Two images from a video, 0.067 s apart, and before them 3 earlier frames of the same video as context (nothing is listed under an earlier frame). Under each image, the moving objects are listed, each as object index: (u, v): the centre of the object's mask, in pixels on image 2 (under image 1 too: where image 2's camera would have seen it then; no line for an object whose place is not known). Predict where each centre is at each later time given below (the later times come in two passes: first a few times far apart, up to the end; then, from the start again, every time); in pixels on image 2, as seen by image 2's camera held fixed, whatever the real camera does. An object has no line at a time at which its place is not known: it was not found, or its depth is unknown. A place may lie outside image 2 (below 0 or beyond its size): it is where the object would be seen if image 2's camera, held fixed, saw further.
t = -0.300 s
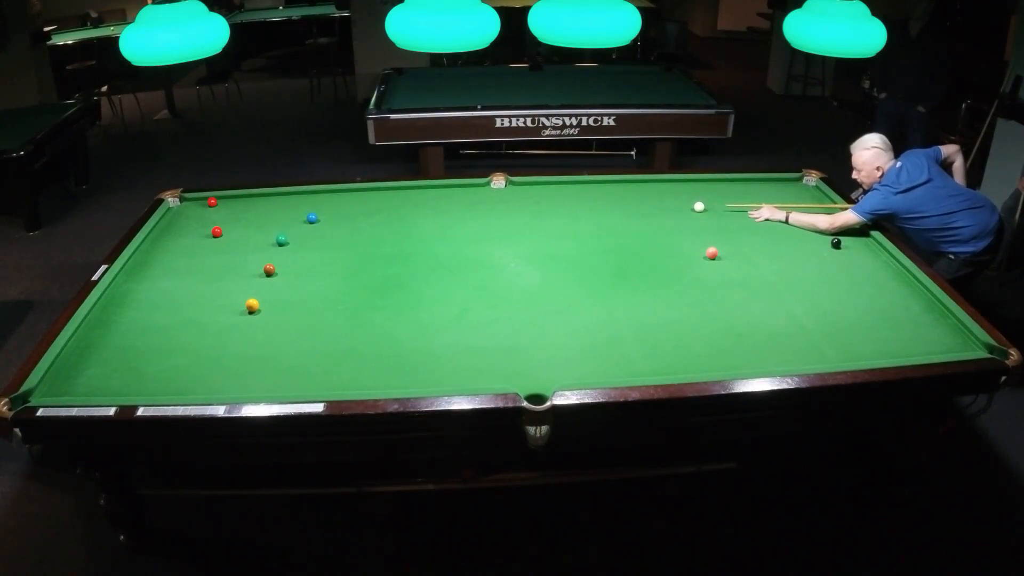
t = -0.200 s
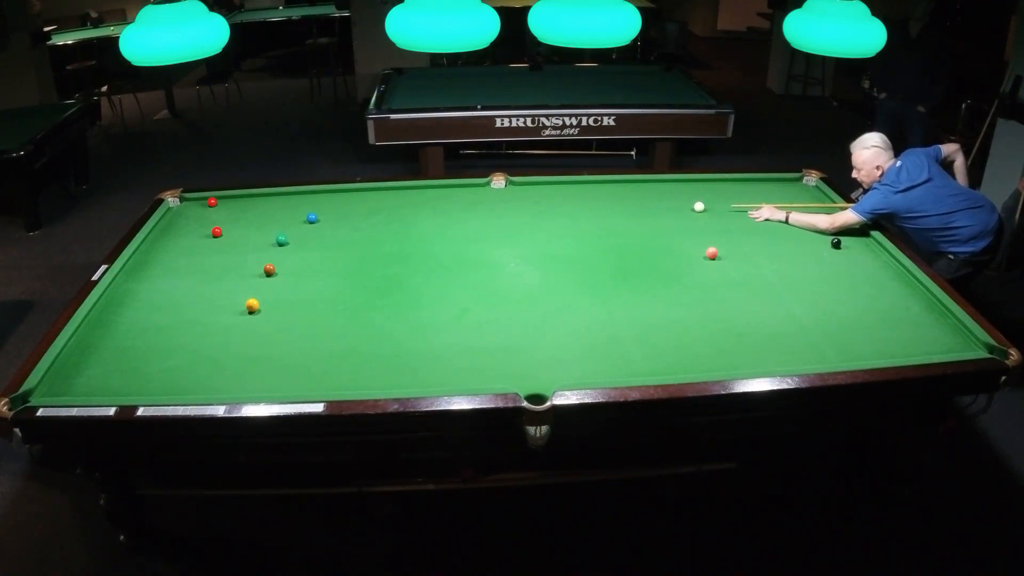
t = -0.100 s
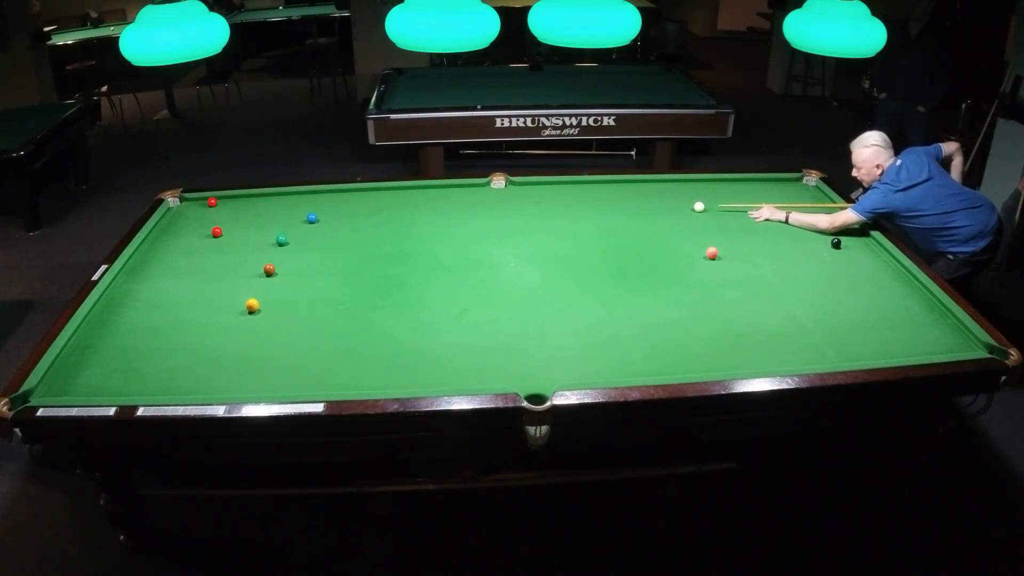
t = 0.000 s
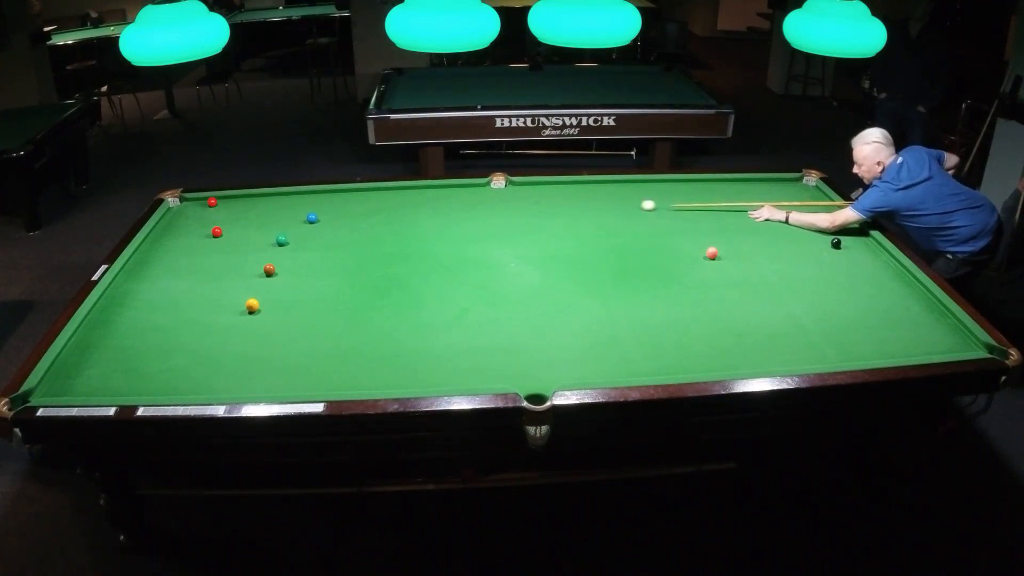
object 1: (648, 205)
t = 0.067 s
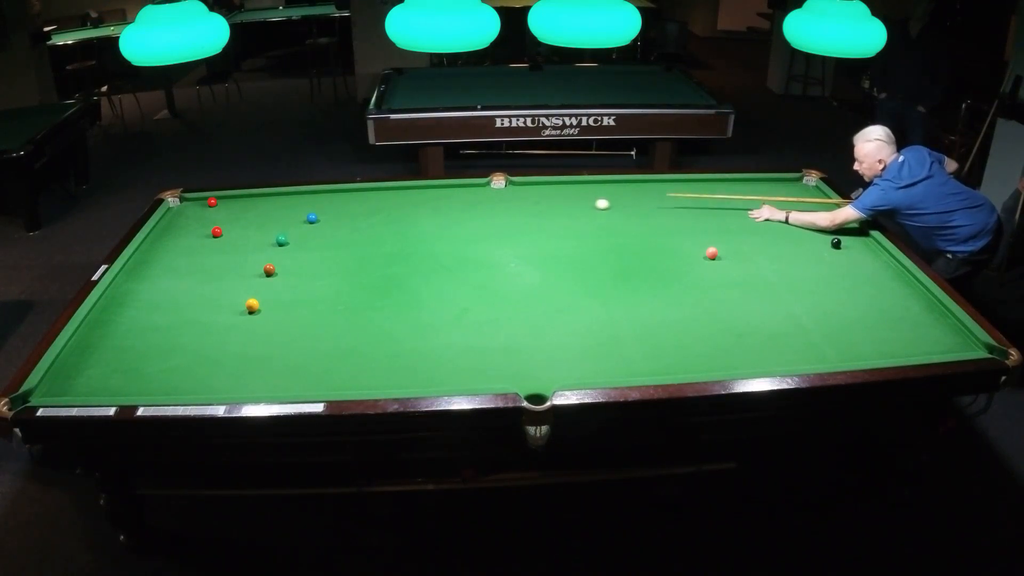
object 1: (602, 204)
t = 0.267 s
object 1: (468, 202)
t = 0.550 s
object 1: (288, 201)
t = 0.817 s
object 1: (208, 205)
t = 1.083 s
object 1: (172, 210)
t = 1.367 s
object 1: (206, 209)
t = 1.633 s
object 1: (237, 208)
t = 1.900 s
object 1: (268, 208)
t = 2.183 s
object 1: (300, 208)
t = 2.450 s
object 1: (329, 208)
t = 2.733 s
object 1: (360, 207)
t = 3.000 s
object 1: (387, 208)
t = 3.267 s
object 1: (413, 208)
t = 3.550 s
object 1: (439, 208)
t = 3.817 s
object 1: (463, 208)
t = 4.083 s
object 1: (484, 209)
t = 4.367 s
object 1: (506, 209)
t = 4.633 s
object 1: (525, 209)
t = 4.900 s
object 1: (542, 210)
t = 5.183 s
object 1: (559, 210)
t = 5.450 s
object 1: (574, 210)
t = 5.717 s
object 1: (586, 210)
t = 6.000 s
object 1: (598, 210)
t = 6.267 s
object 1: (608, 210)
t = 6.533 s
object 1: (616, 210)
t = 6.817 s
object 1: (623, 210)
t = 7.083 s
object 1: (628, 210)
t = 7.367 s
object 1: (631, 210)
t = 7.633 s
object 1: (633, 210)
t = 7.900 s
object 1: (633, 209)
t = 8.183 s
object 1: (633, 209)
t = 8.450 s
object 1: (633, 209)
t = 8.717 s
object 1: (633, 209)
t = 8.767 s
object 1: (633, 209)
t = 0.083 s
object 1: (591, 204)
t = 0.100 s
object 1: (579, 204)
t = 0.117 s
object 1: (568, 203)
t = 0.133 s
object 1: (557, 203)
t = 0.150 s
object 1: (546, 203)
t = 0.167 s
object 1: (534, 203)
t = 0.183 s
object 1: (523, 203)
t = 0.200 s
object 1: (512, 202)
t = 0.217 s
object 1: (501, 202)
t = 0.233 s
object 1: (490, 202)
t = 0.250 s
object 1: (479, 202)
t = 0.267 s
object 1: (468, 202)
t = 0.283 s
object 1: (457, 202)
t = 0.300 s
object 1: (445, 202)
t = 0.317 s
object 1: (435, 201)
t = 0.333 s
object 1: (424, 201)
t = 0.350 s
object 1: (413, 201)
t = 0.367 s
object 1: (402, 201)
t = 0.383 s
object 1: (391, 201)
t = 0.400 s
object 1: (381, 201)
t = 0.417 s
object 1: (370, 201)
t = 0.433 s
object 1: (360, 201)
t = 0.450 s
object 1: (349, 201)
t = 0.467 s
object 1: (339, 201)
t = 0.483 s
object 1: (328, 201)
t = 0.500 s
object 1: (318, 201)
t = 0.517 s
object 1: (308, 201)
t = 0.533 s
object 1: (297, 201)
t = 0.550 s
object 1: (288, 201)
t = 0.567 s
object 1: (278, 201)
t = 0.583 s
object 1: (268, 202)
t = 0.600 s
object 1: (258, 202)
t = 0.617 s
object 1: (248, 202)
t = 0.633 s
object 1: (239, 202)
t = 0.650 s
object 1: (230, 202)
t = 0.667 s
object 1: (221, 202)
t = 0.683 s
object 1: (220, 202)
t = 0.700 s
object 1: (219, 203)
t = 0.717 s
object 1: (218, 203)
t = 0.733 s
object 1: (217, 204)
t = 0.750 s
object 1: (215, 204)
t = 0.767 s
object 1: (214, 204)
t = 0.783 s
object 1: (212, 205)
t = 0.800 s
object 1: (210, 205)
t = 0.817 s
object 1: (208, 205)
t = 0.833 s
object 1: (206, 206)
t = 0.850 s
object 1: (204, 206)
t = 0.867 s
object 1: (201, 206)
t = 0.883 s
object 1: (199, 207)
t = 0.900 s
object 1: (196, 207)
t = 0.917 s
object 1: (195, 207)
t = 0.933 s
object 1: (192, 207)
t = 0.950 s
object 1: (189, 208)
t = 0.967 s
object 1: (186, 208)
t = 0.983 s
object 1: (183, 208)
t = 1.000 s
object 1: (181, 209)
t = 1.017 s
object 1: (178, 209)
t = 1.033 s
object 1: (175, 209)
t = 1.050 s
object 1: (172, 210)
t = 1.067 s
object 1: (170, 210)
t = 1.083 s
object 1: (172, 210)
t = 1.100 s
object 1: (174, 210)
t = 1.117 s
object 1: (176, 210)
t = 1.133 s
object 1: (178, 210)
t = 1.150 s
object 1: (180, 210)
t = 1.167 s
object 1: (182, 210)
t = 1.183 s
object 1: (184, 209)
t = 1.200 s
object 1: (186, 209)
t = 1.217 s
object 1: (188, 209)
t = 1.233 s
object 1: (190, 210)
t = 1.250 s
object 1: (192, 209)
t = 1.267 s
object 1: (194, 209)
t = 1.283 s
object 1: (196, 210)
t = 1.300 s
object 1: (198, 209)
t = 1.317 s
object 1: (200, 209)
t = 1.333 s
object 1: (202, 209)
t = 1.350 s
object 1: (204, 209)
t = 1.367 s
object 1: (206, 209)
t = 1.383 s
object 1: (208, 209)
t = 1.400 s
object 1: (210, 209)
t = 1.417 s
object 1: (212, 209)
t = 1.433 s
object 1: (214, 209)
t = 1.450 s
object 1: (216, 209)
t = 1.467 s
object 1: (218, 209)
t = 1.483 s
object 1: (220, 209)
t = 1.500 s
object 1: (222, 209)
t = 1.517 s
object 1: (224, 209)
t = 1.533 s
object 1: (226, 209)
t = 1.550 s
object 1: (228, 209)
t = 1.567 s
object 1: (230, 209)
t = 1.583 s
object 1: (231, 209)
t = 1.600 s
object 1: (233, 209)
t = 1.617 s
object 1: (235, 209)
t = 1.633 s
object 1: (237, 208)
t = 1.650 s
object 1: (239, 208)
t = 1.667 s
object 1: (241, 208)
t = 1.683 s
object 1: (243, 209)
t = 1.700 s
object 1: (245, 208)
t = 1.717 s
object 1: (247, 208)
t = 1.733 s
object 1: (249, 208)
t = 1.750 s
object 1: (251, 208)
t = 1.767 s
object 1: (253, 208)
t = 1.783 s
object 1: (255, 208)
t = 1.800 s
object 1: (257, 208)
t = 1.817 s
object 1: (259, 208)
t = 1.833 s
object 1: (260, 208)
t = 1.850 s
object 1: (262, 208)
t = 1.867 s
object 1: (264, 208)
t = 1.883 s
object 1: (266, 208)
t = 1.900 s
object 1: (268, 208)
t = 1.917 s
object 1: (270, 208)
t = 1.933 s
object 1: (272, 208)
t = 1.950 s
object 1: (274, 208)
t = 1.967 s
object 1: (276, 208)
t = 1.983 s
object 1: (278, 208)
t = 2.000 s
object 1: (279, 208)
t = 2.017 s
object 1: (281, 208)
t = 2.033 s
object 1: (283, 208)
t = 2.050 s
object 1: (285, 208)
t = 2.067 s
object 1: (287, 208)
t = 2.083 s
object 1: (289, 208)
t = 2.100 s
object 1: (291, 208)
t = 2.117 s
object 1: (293, 208)
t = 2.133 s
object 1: (295, 208)
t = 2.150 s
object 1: (296, 208)
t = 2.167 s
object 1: (298, 208)
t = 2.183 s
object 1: (300, 208)
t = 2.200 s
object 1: (302, 208)
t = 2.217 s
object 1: (304, 208)
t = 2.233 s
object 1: (306, 208)
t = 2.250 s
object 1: (307, 208)
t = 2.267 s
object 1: (309, 208)
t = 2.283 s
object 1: (311, 208)
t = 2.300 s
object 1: (313, 208)
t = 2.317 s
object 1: (315, 208)
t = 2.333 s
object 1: (317, 208)
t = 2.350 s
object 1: (318, 208)
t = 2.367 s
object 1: (320, 208)
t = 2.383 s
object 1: (322, 208)
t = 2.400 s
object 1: (324, 208)
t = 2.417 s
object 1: (326, 208)
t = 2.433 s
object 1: (328, 207)
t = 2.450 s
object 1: (329, 208)
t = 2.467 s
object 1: (331, 208)
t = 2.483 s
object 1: (333, 208)
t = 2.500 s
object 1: (335, 208)
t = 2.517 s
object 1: (337, 208)
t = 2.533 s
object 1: (338, 208)
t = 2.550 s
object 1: (340, 207)
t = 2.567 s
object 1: (342, 207)
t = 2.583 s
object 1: (344, 208)
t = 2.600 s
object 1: (345, 207)
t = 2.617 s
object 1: (347, 207)
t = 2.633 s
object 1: (349, 207)
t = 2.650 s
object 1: (351, 207)
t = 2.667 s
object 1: (353, 207)
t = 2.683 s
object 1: (354, 207)
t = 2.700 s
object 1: (356, 207)
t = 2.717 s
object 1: (358, 207)
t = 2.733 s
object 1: (360, 207)
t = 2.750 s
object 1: (361, 208)
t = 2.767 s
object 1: (363, 208)
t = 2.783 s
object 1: (365, 207)
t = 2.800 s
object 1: (366, 207)
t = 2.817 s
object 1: (368, 207)
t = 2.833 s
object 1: (370, 208)
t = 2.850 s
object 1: (372, 208)
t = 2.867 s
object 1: (373, 208)
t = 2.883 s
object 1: (375, 208)
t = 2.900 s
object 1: (377, 207)
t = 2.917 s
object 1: (378, 207)
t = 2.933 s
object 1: (380, 207)
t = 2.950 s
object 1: (382, 207)
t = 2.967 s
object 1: (383, 207)
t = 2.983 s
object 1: (385, 208)
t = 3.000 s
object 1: (387, 208)
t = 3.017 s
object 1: (388, 208)
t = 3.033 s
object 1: (390, 208)
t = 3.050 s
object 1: (392, 208)
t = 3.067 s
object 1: (393, 208)
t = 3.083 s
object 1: (395, 208)
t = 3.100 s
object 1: (397, 208)
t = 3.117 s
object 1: (398, 208)
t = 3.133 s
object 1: (400, 208)
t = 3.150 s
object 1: (401, 208)
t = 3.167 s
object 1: (403, 208)
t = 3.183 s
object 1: (405, 208)
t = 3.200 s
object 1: (406, 208)
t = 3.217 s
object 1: (408, 208)
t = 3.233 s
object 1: (409, 208)
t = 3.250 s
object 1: (411, 208)
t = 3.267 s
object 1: (413, 208)
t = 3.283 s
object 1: (414, 208)
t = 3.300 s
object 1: (416, 208)
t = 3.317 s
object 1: (417, 208)
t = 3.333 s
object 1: (419, 208)
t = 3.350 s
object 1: (421, 208)
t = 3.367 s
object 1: (422, 208)
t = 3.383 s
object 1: (424, 208)
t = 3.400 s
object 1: (425, 208)
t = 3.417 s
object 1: (427, 208)
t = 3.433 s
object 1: (428, 208)
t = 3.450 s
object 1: (430, 208)
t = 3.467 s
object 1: (431, 208)
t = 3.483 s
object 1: (433, 208)
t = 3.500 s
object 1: (434, 208)
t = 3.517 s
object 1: (436, 208)
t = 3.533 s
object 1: (437, 208)
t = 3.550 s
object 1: (439, 208)
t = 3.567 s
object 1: (441, 208)
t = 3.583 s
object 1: (442, 208)
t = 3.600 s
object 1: (444, 208)
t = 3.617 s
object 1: (445, 208)
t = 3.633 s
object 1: (446, 208)
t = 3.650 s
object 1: (448, 208)
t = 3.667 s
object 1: (450, 208)
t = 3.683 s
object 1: (451, 208)
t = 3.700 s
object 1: (452, 208)
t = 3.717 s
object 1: (454, 208)
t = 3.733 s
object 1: (455, 208)
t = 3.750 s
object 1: (457, 208)
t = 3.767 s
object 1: (458, 208)
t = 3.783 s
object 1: (460, 208)
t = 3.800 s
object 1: (461, 208)
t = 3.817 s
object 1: (463, 208)
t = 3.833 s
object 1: (464, 209)
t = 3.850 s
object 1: (465, 208)
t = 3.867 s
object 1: (467, 208)
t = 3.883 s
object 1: (468, 208)
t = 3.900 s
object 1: (469, 208)
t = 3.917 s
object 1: (471, 209)
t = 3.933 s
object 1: (472, 209)
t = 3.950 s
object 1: (474, 208)
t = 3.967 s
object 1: (475, 208)
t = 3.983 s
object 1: (476, 209)
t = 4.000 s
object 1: (478, 209)
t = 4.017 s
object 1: (479, 209)
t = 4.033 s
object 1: (481, 209)
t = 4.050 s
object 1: (482, 209)
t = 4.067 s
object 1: (483, 209)
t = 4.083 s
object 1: (484, 209)
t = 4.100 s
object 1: (486, 209)
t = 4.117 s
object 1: (487, 209)
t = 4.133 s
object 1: (488, 209)
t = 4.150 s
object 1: (490, 209)
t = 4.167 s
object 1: (491, 209)
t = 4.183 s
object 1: (492, 209)
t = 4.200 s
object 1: (494, 209)
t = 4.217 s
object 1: (495, 209)
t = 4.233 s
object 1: (496, 209)
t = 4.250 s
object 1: (497, 209)
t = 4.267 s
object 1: (499, 209)
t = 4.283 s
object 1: (500, 209)
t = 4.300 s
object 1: (501, 209)
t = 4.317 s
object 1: (503, 209)
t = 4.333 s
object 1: (504, 209)
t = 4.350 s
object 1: (505, 209)
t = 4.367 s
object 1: (506, 209)
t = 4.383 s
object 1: (508, 209)
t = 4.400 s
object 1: (509, 209)
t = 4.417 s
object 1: (510, 209)
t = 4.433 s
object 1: (511, 209)
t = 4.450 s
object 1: (512, 209)
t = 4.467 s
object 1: (514, 209)
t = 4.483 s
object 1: (515, 209)
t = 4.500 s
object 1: (516, 209)
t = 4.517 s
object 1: (517, 209)
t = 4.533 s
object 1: (518, 209)
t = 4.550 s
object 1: (519, 209)
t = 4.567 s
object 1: (520, 209)
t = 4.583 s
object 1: (522, 209)
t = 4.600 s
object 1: (523, 209)
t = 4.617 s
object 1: (524, 209)
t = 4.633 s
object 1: (525, 209)
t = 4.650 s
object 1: (526, 209)
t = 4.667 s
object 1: (527, 209)
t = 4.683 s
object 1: (529, 209)
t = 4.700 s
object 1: (530, 209)
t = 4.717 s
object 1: (531, 209)
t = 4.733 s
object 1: (532, 210)
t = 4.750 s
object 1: (533, 209)
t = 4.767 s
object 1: (534, 209)
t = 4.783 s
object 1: (535, 210)
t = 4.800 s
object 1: (536, 209)
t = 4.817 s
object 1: (537, 209)
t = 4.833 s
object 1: (539, 210)
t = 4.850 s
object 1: (539, 209)
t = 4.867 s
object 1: (541, 210)
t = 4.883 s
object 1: (541, 210)
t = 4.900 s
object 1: (542, 210)
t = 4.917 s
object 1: (544, 210)
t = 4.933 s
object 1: (545, 210)
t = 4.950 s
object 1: (546, 210)
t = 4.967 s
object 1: (547, 210)
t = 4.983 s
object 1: (548, 210)
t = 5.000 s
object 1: (549, 210)
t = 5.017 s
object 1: (550, 210)
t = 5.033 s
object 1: (551, 210)
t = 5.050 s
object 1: (552, 210)
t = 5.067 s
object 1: (553, 210)
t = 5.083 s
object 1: (554, 210)
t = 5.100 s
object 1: (555, 210)
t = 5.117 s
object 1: (556, 210)
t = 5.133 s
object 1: (557, 210)
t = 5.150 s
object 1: (557, 210)
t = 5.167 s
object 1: (559, 210)
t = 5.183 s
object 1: (559, 210)
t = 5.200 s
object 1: (560, 210)
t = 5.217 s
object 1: (561, 210)
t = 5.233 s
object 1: (562, 210)
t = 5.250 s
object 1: (563, 210)
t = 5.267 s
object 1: (564, 210)
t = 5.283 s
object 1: (565, 210)
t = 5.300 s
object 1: (566, 210)
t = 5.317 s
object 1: (567, 210)
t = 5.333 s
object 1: (568, 210)
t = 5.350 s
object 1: (569, 210)
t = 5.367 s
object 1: (570, 210)
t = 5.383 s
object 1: (570, 210)
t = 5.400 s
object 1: (571, 210)
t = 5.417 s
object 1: (572, 210)
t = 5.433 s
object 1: (573, 210)
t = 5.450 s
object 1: (574, 210)
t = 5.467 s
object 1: (575, 210)
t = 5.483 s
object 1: (575, 210)
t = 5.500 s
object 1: (576, 210)
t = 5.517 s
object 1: (577, 210)
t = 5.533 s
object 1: (578, 210)
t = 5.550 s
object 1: (579, 210)
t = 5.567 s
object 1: (580, 210)
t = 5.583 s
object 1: (580, 210)
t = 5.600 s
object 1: (581, 210)
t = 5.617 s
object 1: (582, 210)
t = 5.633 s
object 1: (583, 210)
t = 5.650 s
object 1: (583, 210)
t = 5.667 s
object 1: (584, 210)
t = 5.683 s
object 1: (585, 210)
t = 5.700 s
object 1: (586, 210)
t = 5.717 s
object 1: (586, 210)
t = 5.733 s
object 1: (587, 210)
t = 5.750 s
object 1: (588, 210)
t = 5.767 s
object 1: (589, 210)
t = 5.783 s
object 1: (589, 210)
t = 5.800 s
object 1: (590, 210)
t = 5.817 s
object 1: (591, 210)
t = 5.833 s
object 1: (591, 210)
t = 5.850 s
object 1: (592, 210)
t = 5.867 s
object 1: (593, 210)
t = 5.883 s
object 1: (594, 210)
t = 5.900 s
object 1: (594, 210)
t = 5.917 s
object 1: (595, 210)
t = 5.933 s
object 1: (596, 210)
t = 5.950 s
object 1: (596, 210)
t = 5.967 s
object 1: (597, 210)
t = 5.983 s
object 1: (598, 210)
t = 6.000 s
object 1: (598, 210)
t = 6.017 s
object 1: (599, 210)
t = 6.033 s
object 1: (599, 210)
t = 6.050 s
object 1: (600, 210)
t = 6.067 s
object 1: (601, 210)
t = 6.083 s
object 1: (601, 210)
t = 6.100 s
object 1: (602, 210)
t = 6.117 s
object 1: (603, 210)
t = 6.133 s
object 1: (603, 210)
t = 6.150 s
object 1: (604, 210)
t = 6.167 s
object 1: (604, 210)
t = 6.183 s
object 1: (605, 210)
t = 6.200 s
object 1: (605, 210)
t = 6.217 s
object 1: (606, 210)
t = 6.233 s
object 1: (607, 210)
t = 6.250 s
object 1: (607, 210)
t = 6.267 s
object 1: (608, 210)
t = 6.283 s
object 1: (608, 210)
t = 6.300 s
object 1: (609, 210)
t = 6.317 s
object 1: (609, 210)
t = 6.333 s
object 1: (610, 210)
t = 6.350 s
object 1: (611, 210)
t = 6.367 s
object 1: (611, 210)
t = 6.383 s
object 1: (611, 210)
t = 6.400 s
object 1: (612, 210)
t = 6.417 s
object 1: (612, 210)
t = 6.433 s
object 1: (613, 210)
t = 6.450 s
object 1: (613, 210)
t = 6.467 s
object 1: (614, 210)
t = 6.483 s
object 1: (614, 210)
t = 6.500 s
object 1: (615, 210)
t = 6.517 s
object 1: (615, 210)
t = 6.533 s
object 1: (616, 210)
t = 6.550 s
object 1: (616, 210)
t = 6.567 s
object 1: (617, 210)
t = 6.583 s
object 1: (617, 210)
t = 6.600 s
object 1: (618, 210)
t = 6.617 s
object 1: (618, 210)
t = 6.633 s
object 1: (618, 210)
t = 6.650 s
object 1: (619, 210)
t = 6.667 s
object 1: (619, 210)
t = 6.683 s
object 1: (620, 210)
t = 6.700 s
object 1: (620, 210)
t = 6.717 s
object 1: (621, 210)
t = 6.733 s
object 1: (621, 210)
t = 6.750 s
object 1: (621, 210)
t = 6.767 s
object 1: (622, 210)
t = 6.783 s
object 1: (622, 210)
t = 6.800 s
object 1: (622, 210)
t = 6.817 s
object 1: (623, 210)
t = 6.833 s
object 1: (623, 210)
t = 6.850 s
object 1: (623, 210)
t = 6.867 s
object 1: (624, 210)
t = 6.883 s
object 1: (624, 210)
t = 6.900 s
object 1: (624, 210)
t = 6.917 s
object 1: (625, 210)
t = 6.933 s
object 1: (625, 210)
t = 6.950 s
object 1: (625, 210)
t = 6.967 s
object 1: (626, 210)
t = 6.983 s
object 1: (626, 210)
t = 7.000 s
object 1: (626, 210)
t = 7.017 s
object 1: (627, 210)
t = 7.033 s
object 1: (627, 210)
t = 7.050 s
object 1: (627, 210)
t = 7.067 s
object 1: (628, 210)
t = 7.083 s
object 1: (628, 210)
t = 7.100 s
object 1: (628, 210)
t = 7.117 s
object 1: (628, 210)
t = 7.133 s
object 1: (628, 210)
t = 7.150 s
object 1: (629, 210)
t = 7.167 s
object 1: (629, 210)
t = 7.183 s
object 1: (629, 210)
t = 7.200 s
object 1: (629, 210)
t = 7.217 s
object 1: (630, 210)
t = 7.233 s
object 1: (630, 210)
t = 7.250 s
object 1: (630, 210)
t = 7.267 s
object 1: (630, 210)
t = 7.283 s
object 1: (630, 210)
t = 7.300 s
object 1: (630, 210)
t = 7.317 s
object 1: (631, 210)
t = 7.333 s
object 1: (631, 210)
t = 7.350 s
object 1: (631, 210)
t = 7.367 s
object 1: (631, 210)
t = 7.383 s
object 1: (631, 210)
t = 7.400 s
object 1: (632, 210)
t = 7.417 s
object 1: (632, 210)
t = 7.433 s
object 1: (632, 210)
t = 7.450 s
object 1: (632, 210)
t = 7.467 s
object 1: (632, 210)
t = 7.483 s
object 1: (632, 210)
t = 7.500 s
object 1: (632, 210)
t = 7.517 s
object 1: (633, 210)
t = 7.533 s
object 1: (633, 210)
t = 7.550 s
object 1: (633, 210)
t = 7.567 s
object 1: (633, 210)
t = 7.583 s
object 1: (633, 210)
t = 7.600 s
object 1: (633, 210)
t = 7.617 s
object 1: (633, 210)
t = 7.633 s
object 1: (633, 210)
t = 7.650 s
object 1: (633, 210)
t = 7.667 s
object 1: (633, 210)
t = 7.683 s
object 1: (633, 210)
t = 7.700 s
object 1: (633, 210)
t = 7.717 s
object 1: (633, 210)
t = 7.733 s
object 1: (633, 210)
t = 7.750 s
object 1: (633, 210)
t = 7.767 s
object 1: (633, 210)
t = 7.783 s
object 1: (633, 210)
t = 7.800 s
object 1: (633, 210)
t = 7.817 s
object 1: (633, 209)
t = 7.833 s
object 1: (633, 209)
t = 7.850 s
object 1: (633, 209)
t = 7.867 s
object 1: (633, 209)
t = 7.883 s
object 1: (633, 209)
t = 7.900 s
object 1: (633, 209)
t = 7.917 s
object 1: (633, 209)
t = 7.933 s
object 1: (633, 209)
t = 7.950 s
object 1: (633, 210)
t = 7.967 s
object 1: (633, 209)
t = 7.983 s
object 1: (633, 209)
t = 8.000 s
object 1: (633, 209)
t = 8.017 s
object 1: (633, 209)
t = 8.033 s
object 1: (633, 209)
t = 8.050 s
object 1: (633, 209)
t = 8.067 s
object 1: (633, 209)
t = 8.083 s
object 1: (633, 209)
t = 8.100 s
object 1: (633, 209)
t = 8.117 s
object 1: (633, 209)
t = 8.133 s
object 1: (633, 209)
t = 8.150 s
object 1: (633, 209)
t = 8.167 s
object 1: (633, 209)
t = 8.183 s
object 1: (633, 209)
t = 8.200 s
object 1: (633, 209)
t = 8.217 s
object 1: (633, 209)
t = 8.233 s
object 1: (633, 209)
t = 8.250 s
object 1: (633, 209)
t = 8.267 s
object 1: (633, 209)
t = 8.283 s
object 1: (633, 209)
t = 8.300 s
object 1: (633, 209)
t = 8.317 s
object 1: (633, 209)
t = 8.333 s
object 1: (633, 209)
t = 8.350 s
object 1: (633, 209)
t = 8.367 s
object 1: (633, 209)
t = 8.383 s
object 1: (633, 209)
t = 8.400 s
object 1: (633, 209)
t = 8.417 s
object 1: (633, 209)
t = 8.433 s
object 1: (633, 209)
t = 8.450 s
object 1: (633, 209)
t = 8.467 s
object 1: (633, 209)
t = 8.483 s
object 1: (633, 209)
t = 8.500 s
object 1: (633, 209)
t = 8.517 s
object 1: (633, 209)
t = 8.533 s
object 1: (633, 209)
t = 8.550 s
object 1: (633, 209)
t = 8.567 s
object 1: (633, 209)
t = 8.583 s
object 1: (633, 209)
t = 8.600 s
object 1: (633, 209)
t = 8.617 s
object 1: (633, 209)
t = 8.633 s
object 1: (633, 209)
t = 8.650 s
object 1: (633, 209)
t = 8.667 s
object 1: (633, 209)
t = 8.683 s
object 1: (633, 209)
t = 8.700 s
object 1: (633, 209)
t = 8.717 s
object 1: (633, 209)
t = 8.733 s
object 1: (633, 209)
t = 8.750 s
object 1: (633, 209)
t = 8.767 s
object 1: (633, 209)
